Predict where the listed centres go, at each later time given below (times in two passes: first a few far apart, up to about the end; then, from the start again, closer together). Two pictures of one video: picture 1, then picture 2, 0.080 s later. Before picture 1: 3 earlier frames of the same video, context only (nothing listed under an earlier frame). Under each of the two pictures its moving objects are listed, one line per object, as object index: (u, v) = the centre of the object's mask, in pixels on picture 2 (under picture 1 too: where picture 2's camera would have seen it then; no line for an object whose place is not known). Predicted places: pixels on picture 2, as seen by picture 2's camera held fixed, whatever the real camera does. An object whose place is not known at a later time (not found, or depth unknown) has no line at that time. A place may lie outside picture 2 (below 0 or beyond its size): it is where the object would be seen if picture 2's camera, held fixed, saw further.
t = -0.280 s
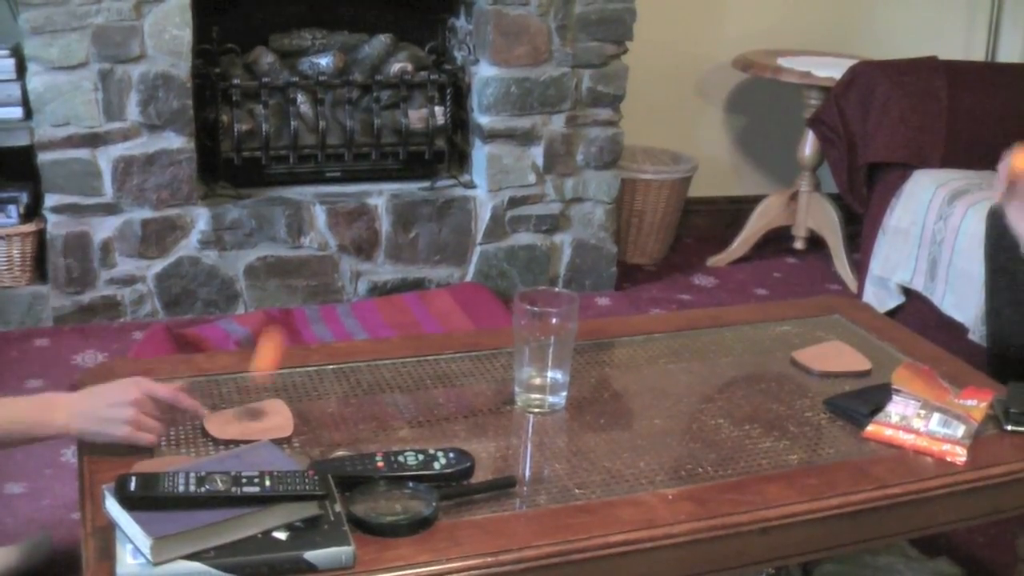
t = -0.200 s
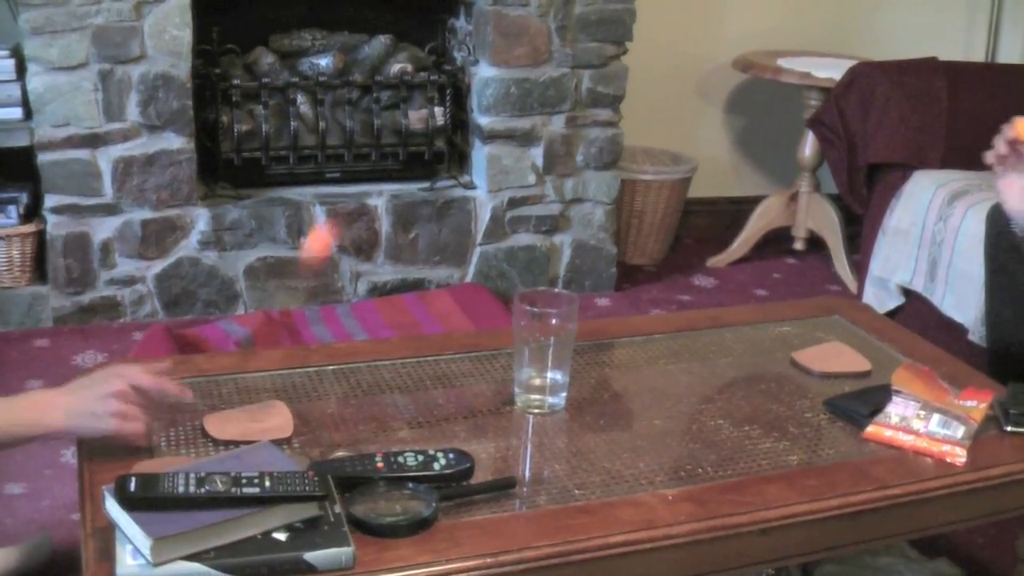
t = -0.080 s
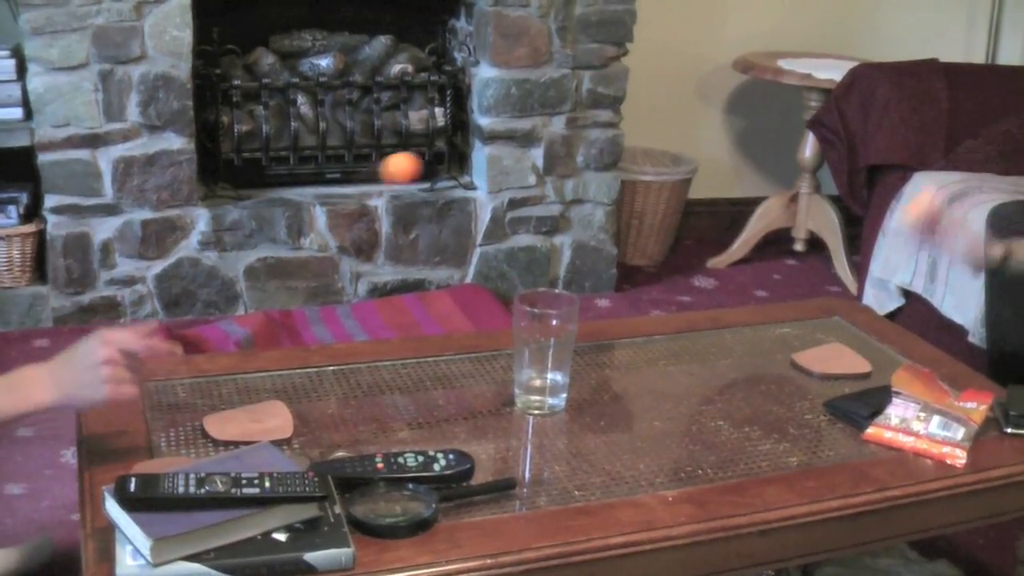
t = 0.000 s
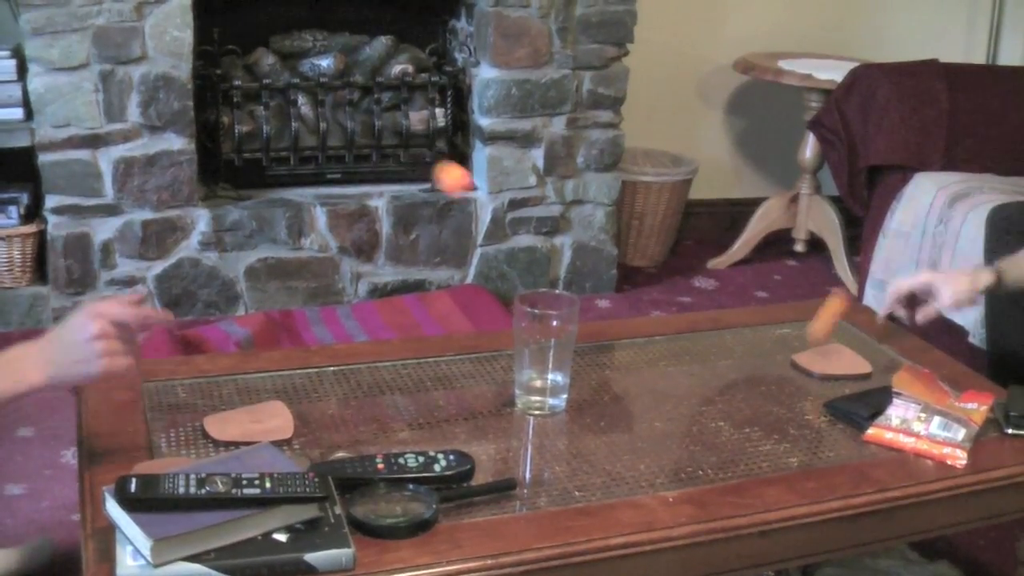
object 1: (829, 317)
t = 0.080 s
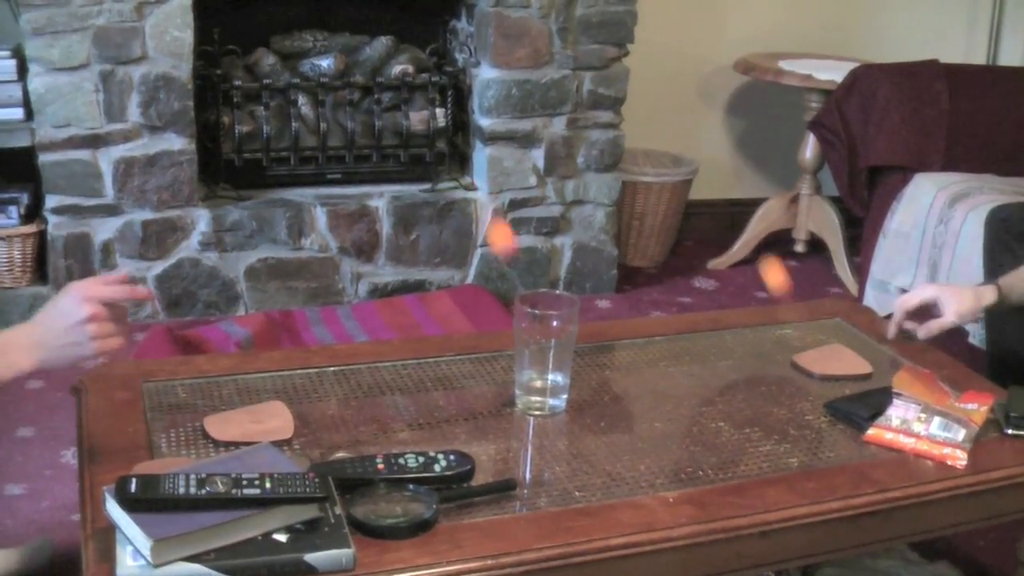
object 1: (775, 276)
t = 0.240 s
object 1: (678, 189)
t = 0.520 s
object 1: (542, 373)
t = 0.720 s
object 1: (538, 371)
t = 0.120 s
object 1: (753, 239)
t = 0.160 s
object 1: (730, 212)
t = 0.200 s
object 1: (705, 196)
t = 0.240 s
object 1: (678, 189)
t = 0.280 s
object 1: (650, 194)
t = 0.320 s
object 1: (621, 212)
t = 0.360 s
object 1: (592, 240)
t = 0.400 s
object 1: (561, 277)
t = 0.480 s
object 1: (544, 358)
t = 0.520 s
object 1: (542, 373)
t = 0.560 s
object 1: (543, 381)
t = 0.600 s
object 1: (543, 382)
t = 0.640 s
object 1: (543, 380)
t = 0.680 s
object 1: (540, 373)
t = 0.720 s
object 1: (538, 371)
